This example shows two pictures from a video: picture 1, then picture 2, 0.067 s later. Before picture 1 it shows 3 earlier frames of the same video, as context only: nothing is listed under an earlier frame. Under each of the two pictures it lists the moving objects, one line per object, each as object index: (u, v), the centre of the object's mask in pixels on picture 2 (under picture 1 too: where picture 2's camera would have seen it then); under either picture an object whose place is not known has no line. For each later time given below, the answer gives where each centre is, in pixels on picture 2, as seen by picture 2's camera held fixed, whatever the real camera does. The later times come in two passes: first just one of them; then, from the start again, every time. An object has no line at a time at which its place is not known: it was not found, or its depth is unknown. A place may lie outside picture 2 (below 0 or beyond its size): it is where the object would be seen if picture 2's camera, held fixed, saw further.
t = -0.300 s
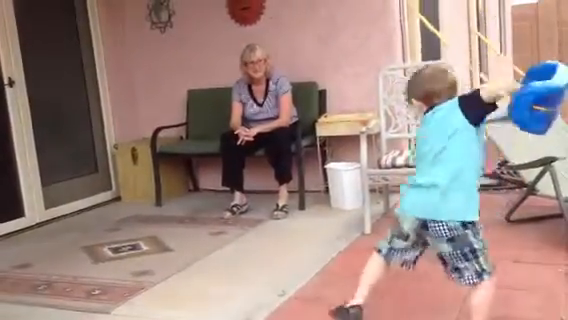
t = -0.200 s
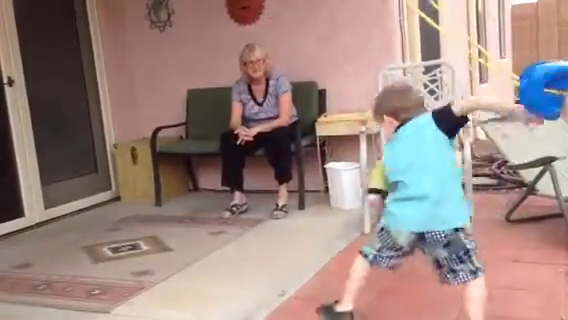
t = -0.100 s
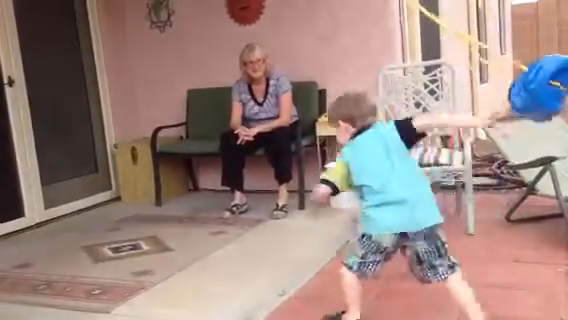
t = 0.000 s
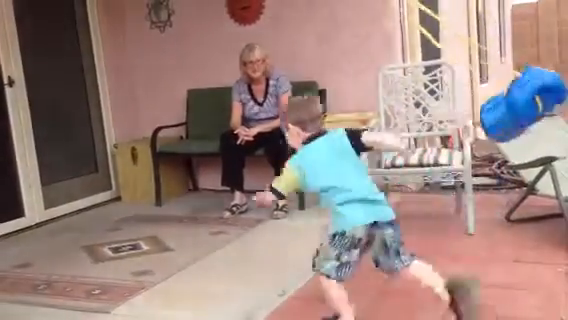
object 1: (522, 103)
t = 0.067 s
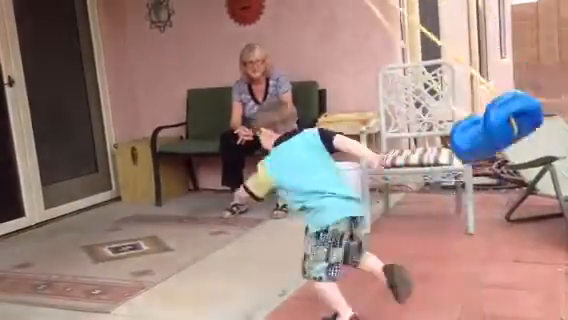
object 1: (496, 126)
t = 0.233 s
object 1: (384, 203)
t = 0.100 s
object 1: (478, 142)
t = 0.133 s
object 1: (458, 158)
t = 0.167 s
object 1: (434, 174)
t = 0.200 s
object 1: (411, 190)
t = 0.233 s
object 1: (384, 203)
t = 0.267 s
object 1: (357, 215)
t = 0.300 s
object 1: (328, 225)
